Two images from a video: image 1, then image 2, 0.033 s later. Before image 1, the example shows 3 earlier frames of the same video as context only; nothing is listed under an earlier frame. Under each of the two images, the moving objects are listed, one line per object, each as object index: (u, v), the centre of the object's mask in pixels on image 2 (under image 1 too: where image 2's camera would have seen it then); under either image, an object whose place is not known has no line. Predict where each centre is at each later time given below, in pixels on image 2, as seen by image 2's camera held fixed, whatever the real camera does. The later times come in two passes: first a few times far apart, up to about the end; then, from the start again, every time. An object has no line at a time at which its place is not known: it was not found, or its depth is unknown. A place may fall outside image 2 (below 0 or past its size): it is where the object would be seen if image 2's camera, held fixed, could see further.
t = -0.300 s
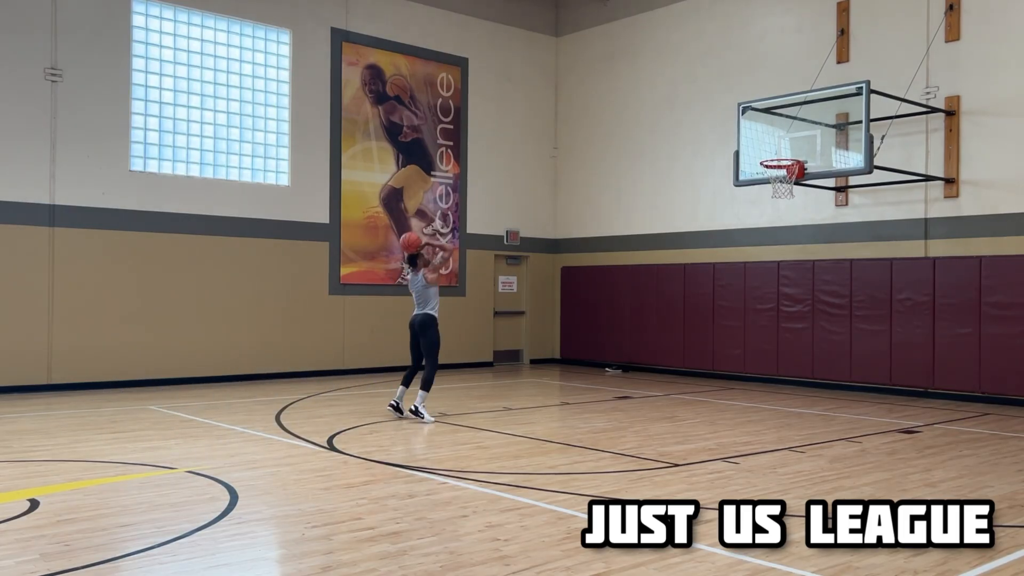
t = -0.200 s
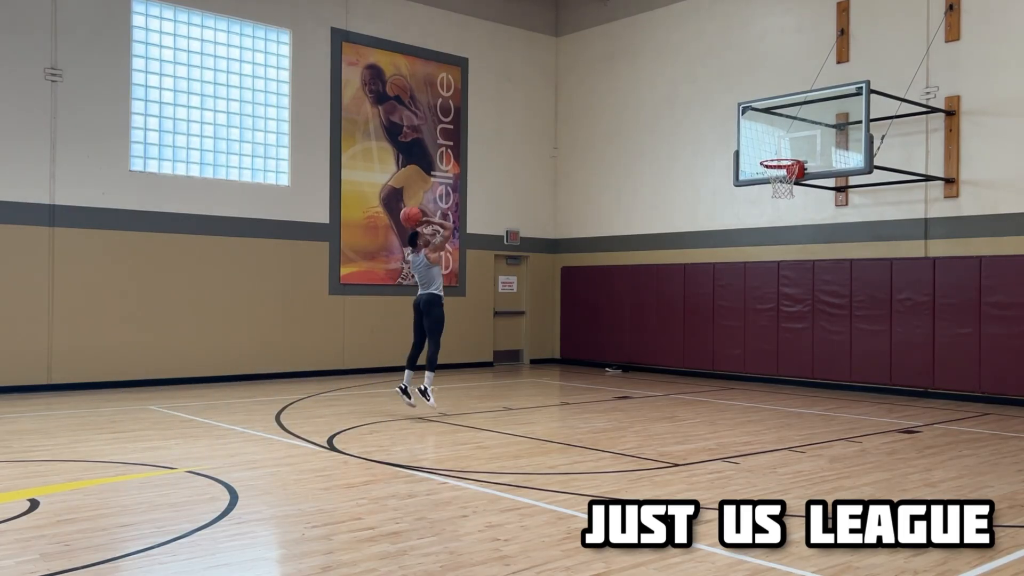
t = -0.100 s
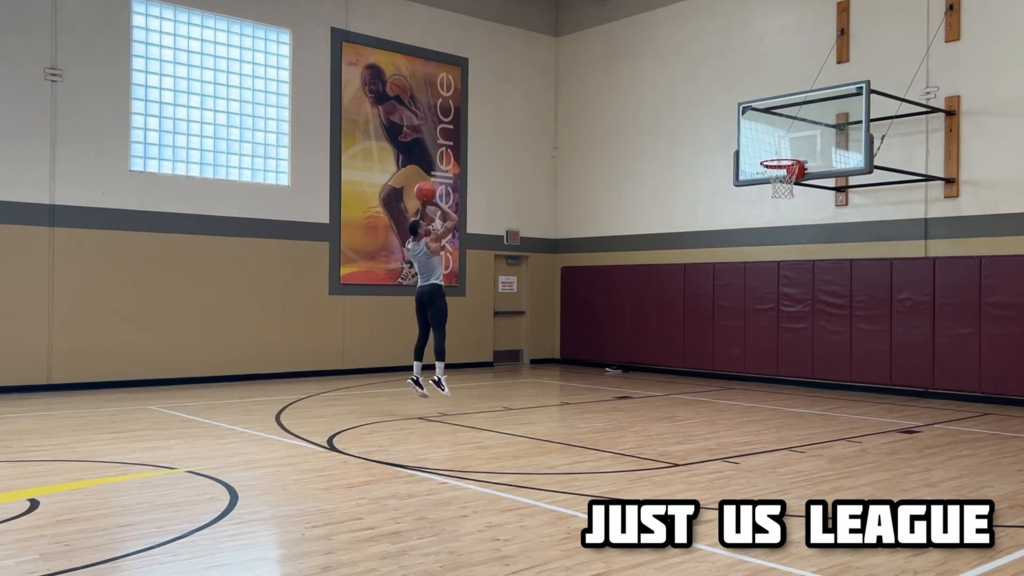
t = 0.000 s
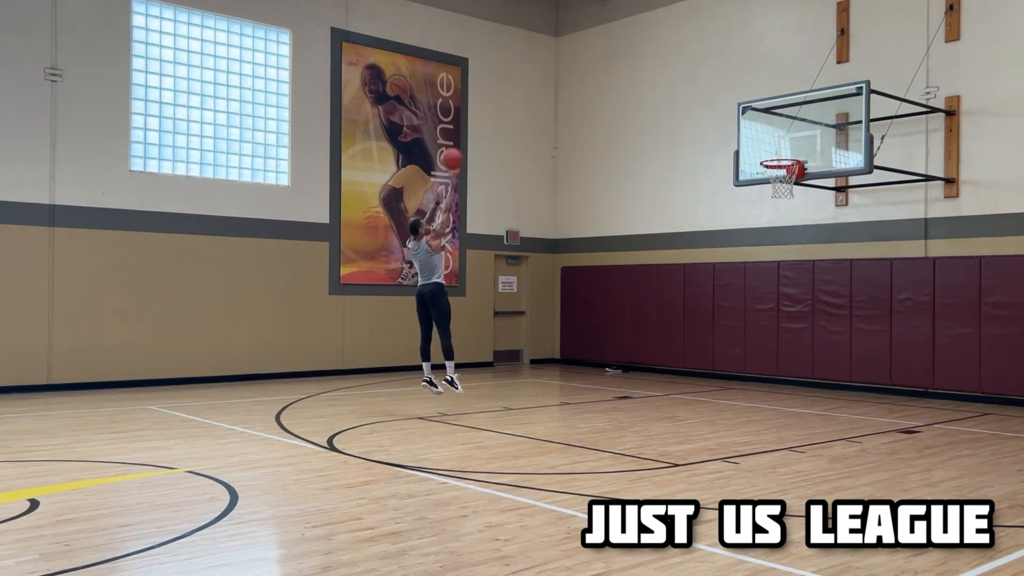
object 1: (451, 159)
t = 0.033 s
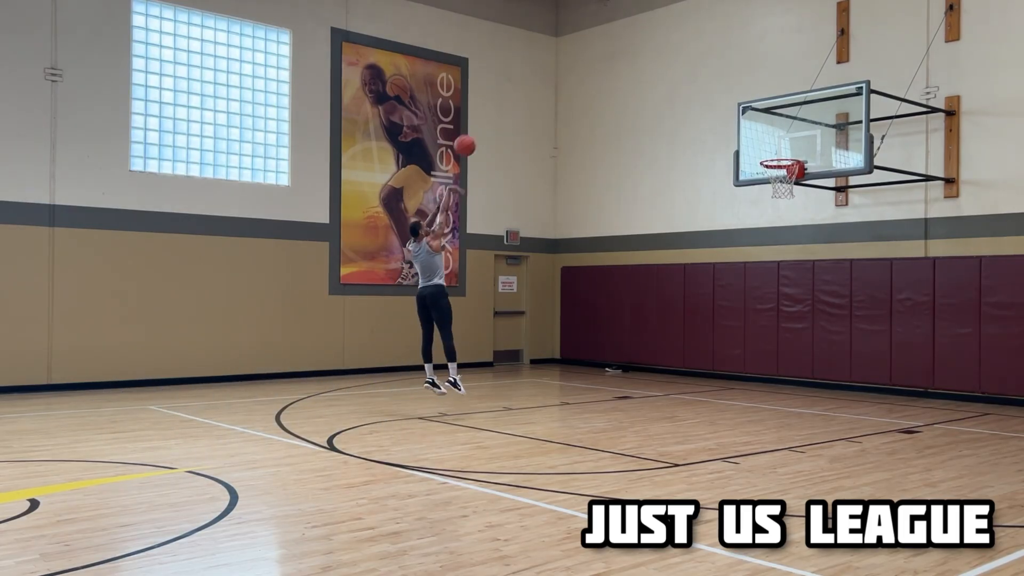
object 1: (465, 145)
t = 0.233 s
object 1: (541, 88)
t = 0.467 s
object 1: (624, 66)
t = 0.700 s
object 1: (701, 89)
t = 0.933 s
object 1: (773, 153)
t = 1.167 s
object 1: (803, 197)
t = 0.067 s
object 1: (478, 133)
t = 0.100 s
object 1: (491, 122)
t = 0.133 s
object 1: (504, 111)
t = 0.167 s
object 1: (517, 103)
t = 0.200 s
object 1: (529, 95)
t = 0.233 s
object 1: (541, 88)
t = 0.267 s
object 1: (554, 82)
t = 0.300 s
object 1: (566, 77)
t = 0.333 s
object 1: (578, 73)
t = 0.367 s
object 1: (590, 69)
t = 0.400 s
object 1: (601, 67)
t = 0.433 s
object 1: (613, 66)
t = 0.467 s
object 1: (624, 66)
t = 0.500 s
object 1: (636, 67)
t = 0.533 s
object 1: (647, 68)
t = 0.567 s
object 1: (658, 71)
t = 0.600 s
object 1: (669, 74)
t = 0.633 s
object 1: (680, 78)
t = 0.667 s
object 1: (691, 83)
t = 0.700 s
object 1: (701, 89)
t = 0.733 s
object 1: (712, 96)
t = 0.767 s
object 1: (723, 103)
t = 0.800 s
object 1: (733, 112)
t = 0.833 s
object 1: (743, 121)
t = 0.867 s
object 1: (753, 131)
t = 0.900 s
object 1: (763, 142)
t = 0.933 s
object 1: (773, 153)
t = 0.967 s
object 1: (783, 166)
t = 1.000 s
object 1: (793, 175)
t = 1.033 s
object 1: (795, 178)
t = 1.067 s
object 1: (798, 184)
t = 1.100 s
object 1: (799, 188)
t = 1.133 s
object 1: (801, 192)
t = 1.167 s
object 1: (803, 197)
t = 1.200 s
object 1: (804, 203)
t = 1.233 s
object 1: (806, 210)
